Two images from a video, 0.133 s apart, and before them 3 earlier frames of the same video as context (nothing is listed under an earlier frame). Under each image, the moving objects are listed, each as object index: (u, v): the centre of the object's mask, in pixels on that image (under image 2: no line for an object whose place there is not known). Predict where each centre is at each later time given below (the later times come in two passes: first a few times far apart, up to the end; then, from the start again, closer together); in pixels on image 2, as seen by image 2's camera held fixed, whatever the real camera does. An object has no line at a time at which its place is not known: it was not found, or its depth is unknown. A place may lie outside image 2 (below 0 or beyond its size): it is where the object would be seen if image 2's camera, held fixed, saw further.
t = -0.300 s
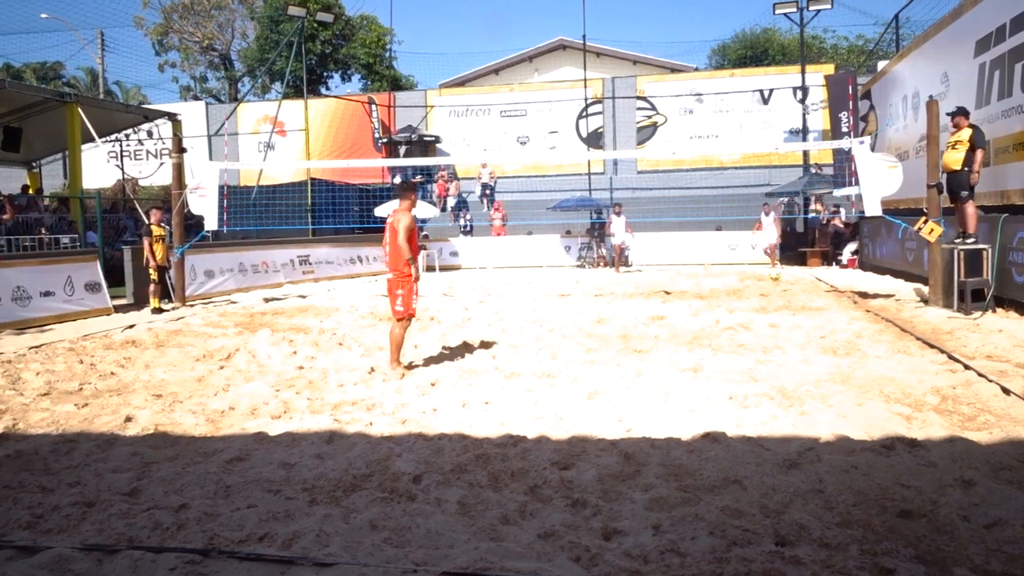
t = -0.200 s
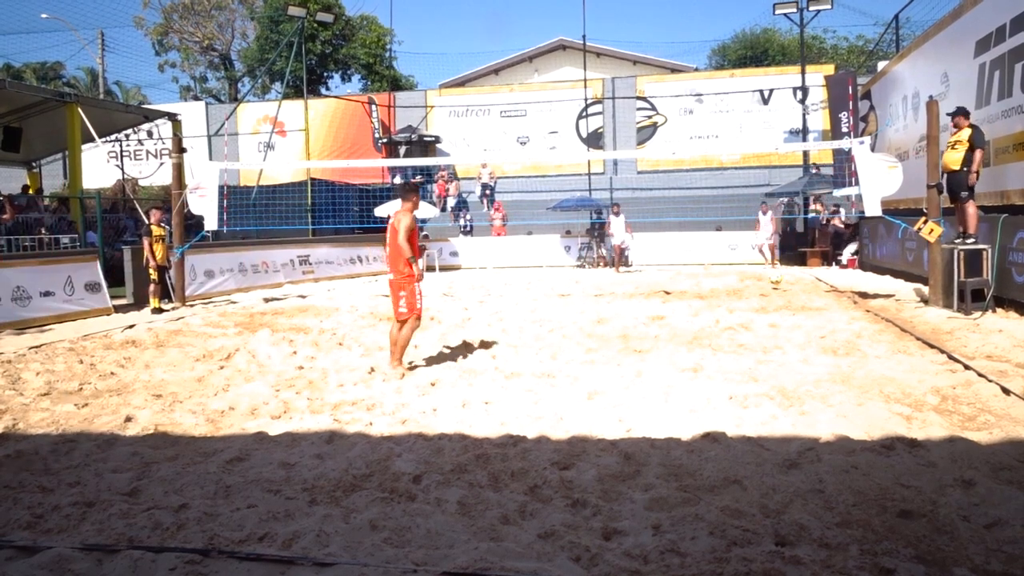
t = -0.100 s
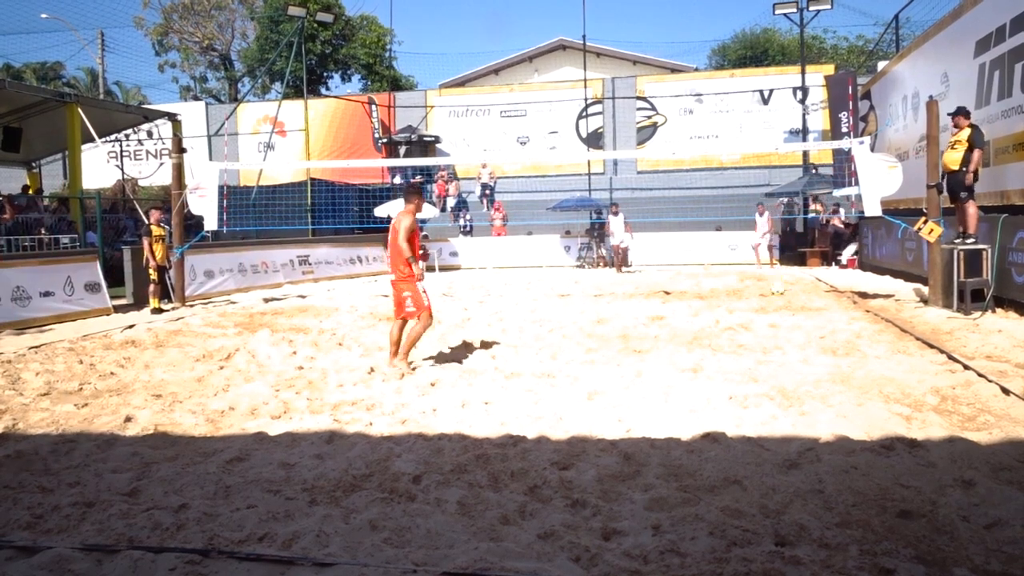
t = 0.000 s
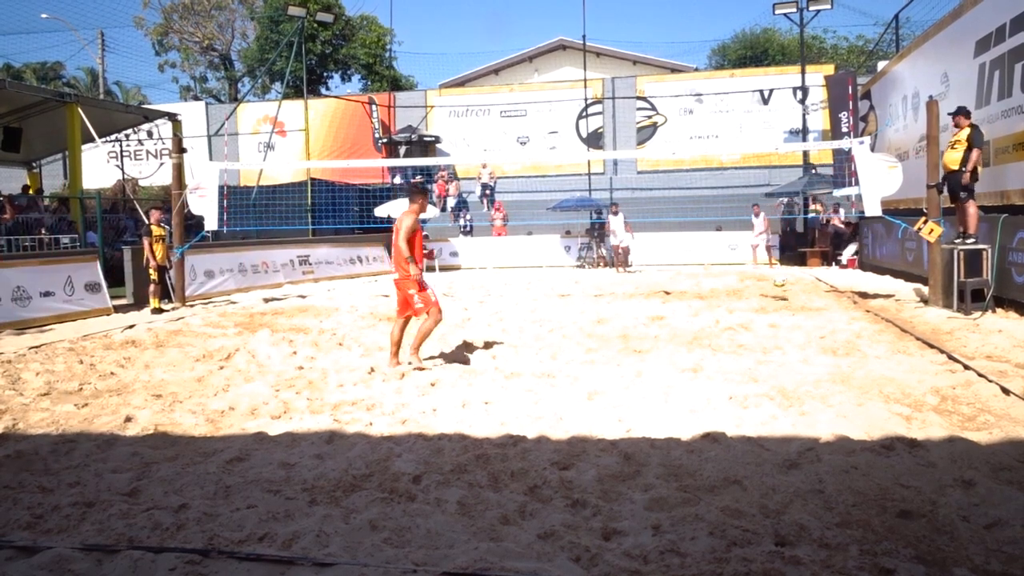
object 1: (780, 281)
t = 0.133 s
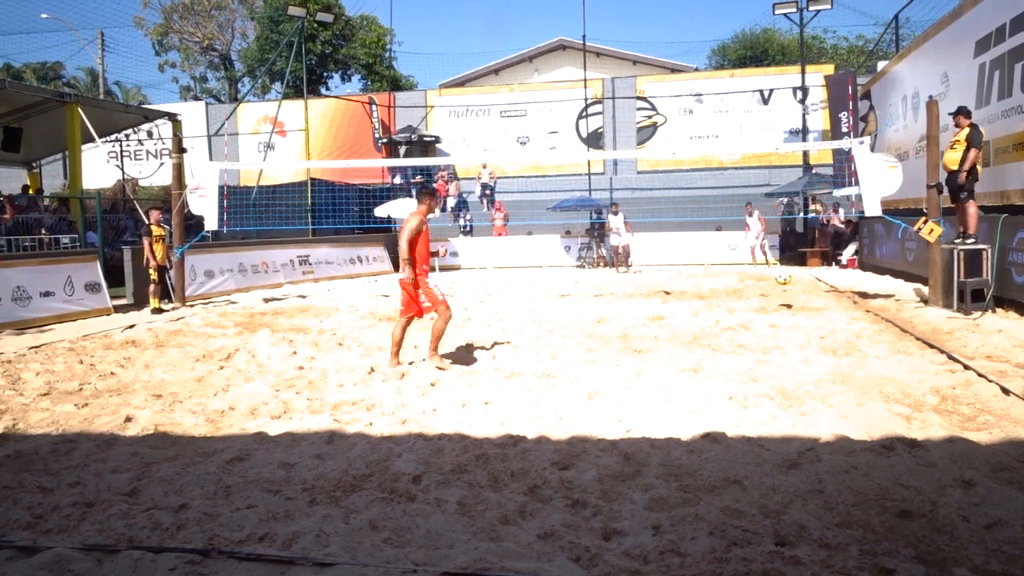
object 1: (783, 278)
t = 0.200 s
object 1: (786, 281)
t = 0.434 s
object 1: (795, 318)
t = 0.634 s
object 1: (800, 319)
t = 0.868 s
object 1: (812, 351)
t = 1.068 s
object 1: (831, 368)
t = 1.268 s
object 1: (849, 388)
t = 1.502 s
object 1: (884, 426)
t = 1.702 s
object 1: (928, 459)
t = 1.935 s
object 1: (975, 493)
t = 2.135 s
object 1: (1010, 546)
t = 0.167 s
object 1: (784, 280)
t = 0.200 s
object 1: (786, 281)
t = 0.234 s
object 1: (787, 285)
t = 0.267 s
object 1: (788, 289)
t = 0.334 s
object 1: (790, 302)
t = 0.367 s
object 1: (793, 311)
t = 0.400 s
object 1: (794, 320)
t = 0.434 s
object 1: (795, 318)
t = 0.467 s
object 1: (795, 315)
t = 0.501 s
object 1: (796, 314)
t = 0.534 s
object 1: (797, 313)
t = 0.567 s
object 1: (798, 314)
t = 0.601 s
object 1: (799, 316)
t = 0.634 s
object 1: (800, 319)
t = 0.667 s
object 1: (801, 324)
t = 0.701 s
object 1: (801, 330)
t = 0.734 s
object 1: (802, 338)
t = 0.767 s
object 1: (804, 345)
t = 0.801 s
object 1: (806, 347)
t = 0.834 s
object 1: (809, 349)
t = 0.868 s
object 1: (812, 351)
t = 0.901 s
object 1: (815, 356)
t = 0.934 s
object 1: (818, 358)
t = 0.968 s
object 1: (821, 359)
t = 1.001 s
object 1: (825, 362)
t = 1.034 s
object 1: (828, 364)
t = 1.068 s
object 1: (831, 368)
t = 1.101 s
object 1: (835, 372)
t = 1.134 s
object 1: (838, 377)
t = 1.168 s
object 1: (841, 381)
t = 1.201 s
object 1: (844, 383)
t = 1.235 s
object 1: (847, 385)
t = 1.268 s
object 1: (849, 388)
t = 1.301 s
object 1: (852, 395)
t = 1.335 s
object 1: (855, 404)
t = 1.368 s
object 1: (860, 409)
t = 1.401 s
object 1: (865, 413)
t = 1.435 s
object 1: (872, 416)
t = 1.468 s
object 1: (877, 422)
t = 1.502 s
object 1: (884, 426)
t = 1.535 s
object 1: (891, 430)
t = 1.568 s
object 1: (897, 439)
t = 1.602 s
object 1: (905, 443)
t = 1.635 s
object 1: (912, 447)
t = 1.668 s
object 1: (919, 452)
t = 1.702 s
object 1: (928, 459)
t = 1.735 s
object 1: (935, 470)
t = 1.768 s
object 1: (943, 478)
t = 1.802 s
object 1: (949, 484)
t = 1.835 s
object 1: (956, 487)
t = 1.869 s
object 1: (961, 488)
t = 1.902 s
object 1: (968, 488)
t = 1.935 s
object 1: (975, 493)
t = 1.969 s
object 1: (983, 500)
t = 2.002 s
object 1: (991, 509)
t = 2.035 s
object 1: (997, 525)
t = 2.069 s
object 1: (1001, 535)
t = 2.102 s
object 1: (1006, 539)
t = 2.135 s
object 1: (1010, 546)
